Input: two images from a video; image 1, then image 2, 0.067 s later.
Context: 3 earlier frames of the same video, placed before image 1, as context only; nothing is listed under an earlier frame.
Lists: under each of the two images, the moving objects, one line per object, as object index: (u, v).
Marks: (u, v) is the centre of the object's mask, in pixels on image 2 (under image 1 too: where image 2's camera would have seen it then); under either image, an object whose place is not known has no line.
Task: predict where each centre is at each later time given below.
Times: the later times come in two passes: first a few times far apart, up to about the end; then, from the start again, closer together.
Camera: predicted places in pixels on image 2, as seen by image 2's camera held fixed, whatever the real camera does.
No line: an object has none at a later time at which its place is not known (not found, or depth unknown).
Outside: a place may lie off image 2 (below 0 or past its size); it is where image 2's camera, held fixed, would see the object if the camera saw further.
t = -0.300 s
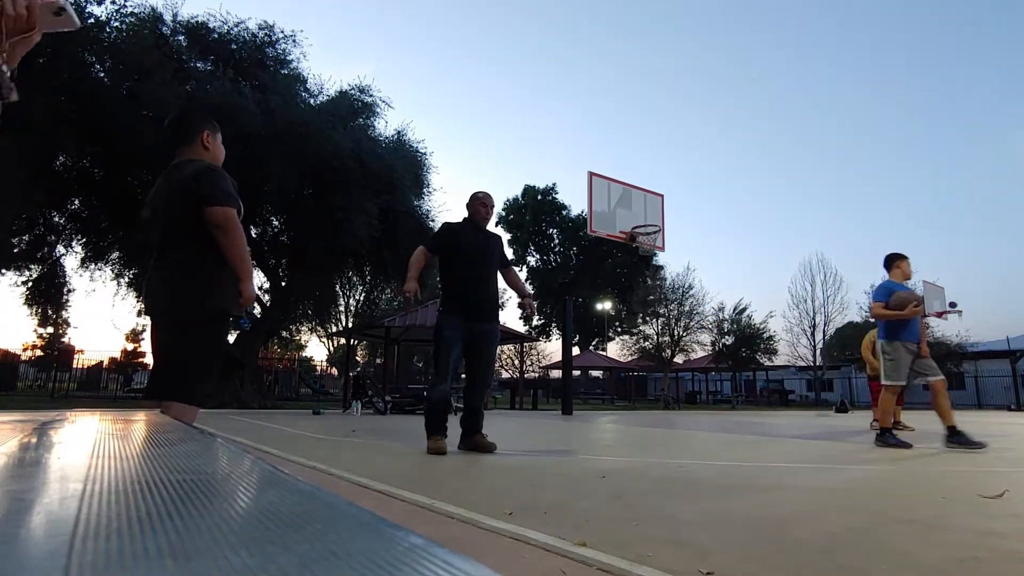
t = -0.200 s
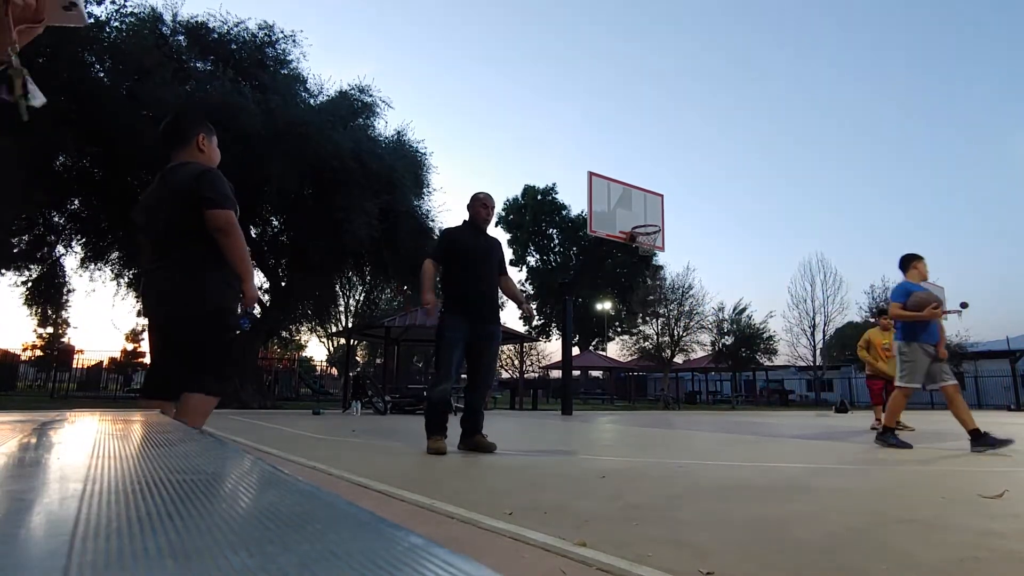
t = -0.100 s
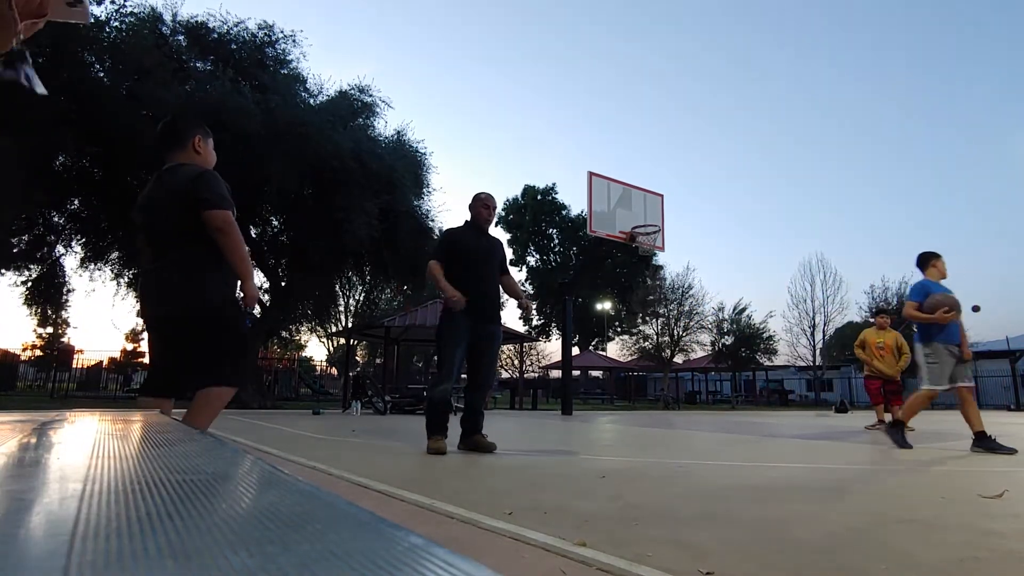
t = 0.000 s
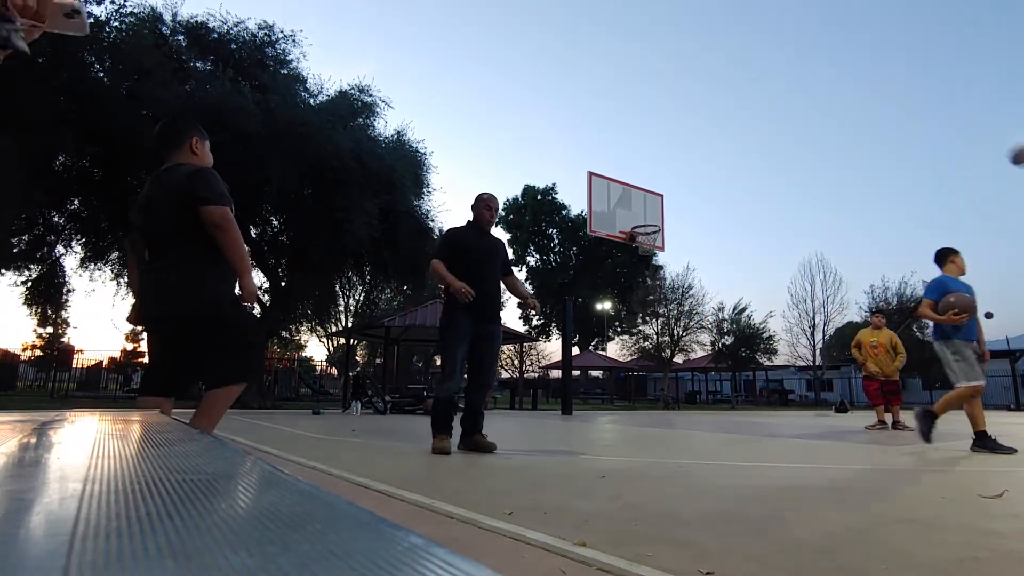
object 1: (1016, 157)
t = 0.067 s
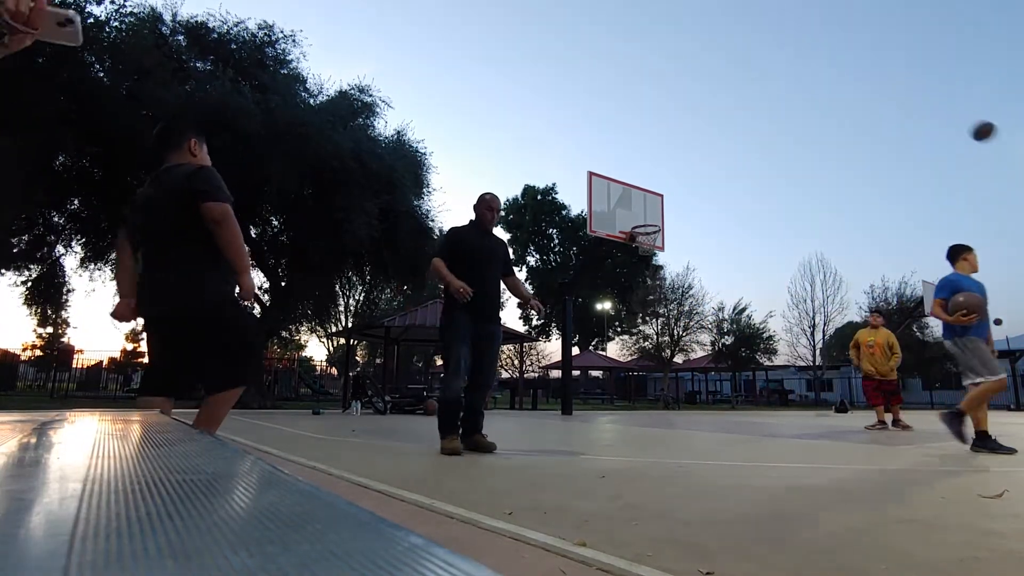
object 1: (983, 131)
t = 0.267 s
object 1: (884, 85)
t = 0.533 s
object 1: (789, 77)
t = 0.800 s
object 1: (715, 111)
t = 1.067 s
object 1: (655, 183)
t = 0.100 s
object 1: (966, 120)
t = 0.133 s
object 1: (948, 112)
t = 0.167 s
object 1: (930, 103)
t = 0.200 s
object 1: (914, 96)
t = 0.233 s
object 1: (901, 89)
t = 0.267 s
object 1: (884, 85)
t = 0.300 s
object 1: (870, 81)
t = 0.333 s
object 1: (859, 77)
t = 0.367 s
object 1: (846, 76)
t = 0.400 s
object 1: (830, 75)
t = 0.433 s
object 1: (822, 74)
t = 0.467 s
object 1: (811, 73)
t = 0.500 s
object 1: (799, 75)
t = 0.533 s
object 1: (789, 77)
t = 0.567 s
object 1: (779, 79)
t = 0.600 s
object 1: (767, 83)
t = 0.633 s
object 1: (759, 86)
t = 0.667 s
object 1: (749, 89)
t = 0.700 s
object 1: (739, 94)
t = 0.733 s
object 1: (732, 99)
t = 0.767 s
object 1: (723, 104)
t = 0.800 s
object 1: (715, 111)
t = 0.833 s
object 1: (706, 118)
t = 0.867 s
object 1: (698, 126)
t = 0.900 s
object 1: (691, 134)
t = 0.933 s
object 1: (683, 143)
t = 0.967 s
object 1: (676, 153)
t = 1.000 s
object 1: (669, 162)
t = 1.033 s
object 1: (662, 172)
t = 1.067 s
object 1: (655, 183)
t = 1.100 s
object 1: (648, 193)
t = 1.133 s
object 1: (643, 203)
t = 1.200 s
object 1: (640, 208)
